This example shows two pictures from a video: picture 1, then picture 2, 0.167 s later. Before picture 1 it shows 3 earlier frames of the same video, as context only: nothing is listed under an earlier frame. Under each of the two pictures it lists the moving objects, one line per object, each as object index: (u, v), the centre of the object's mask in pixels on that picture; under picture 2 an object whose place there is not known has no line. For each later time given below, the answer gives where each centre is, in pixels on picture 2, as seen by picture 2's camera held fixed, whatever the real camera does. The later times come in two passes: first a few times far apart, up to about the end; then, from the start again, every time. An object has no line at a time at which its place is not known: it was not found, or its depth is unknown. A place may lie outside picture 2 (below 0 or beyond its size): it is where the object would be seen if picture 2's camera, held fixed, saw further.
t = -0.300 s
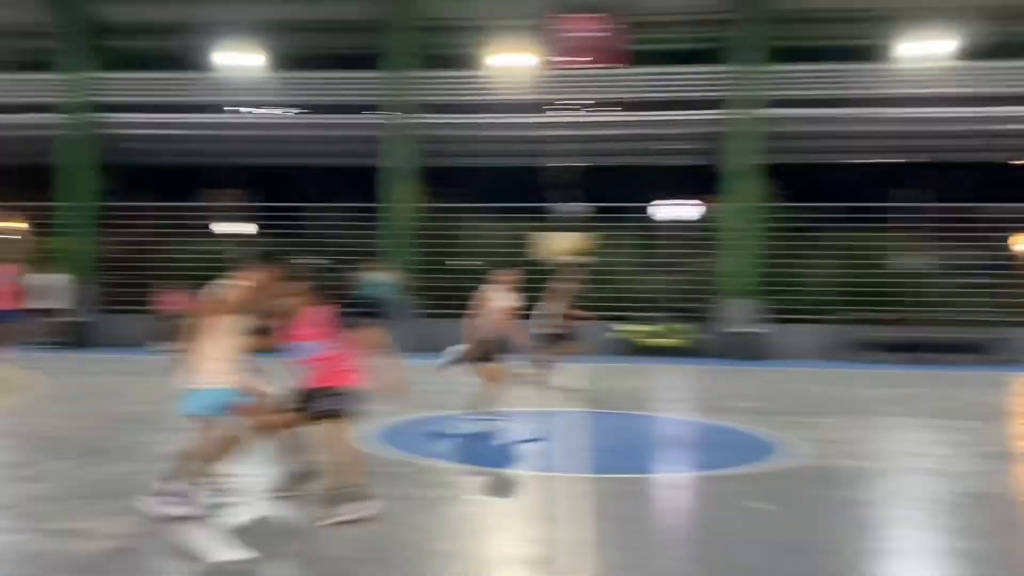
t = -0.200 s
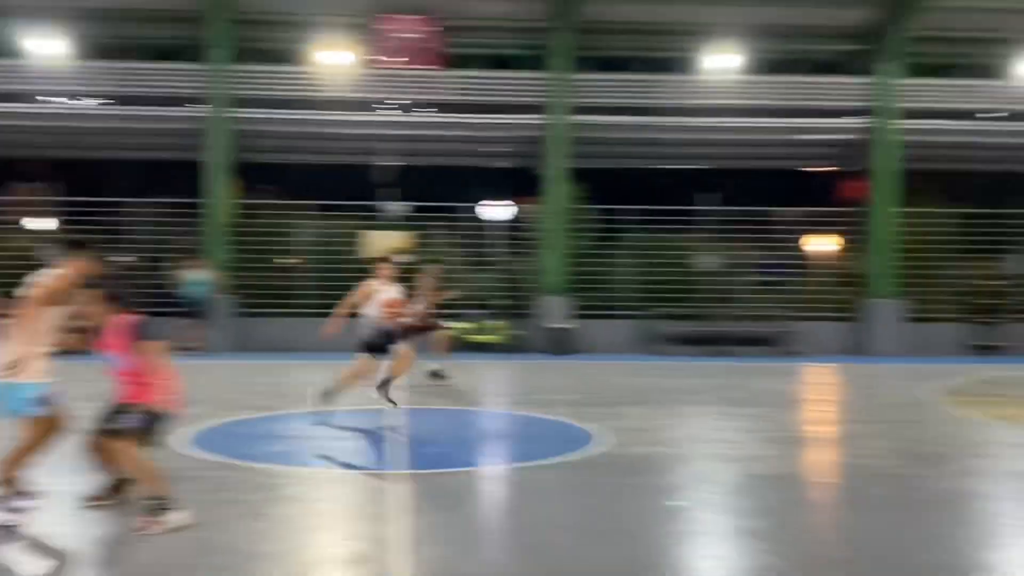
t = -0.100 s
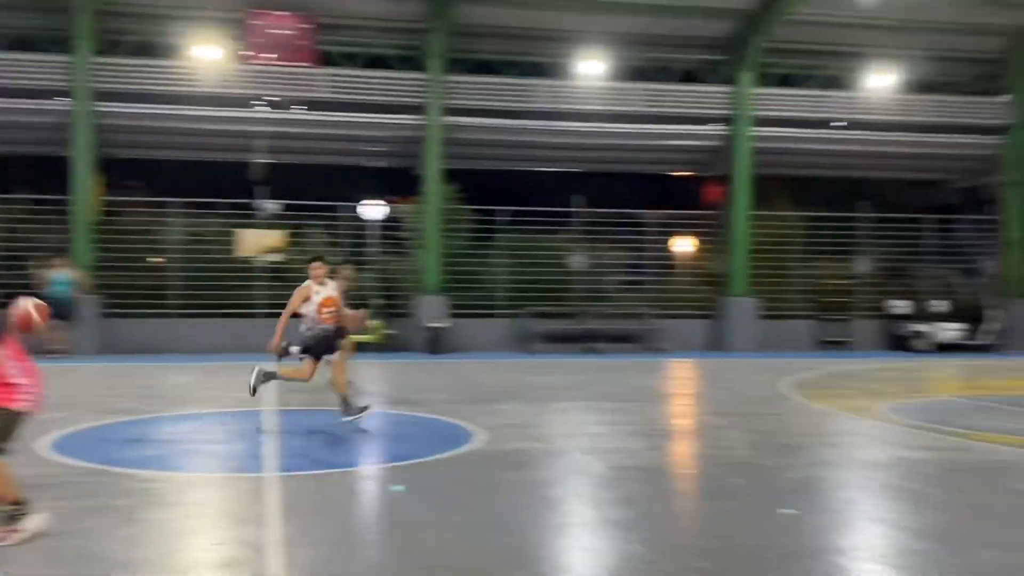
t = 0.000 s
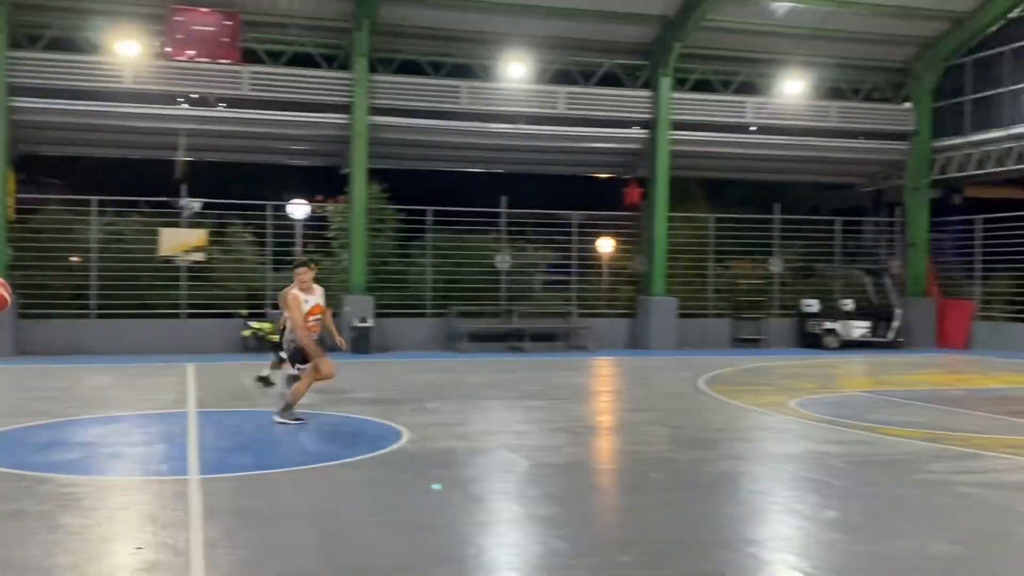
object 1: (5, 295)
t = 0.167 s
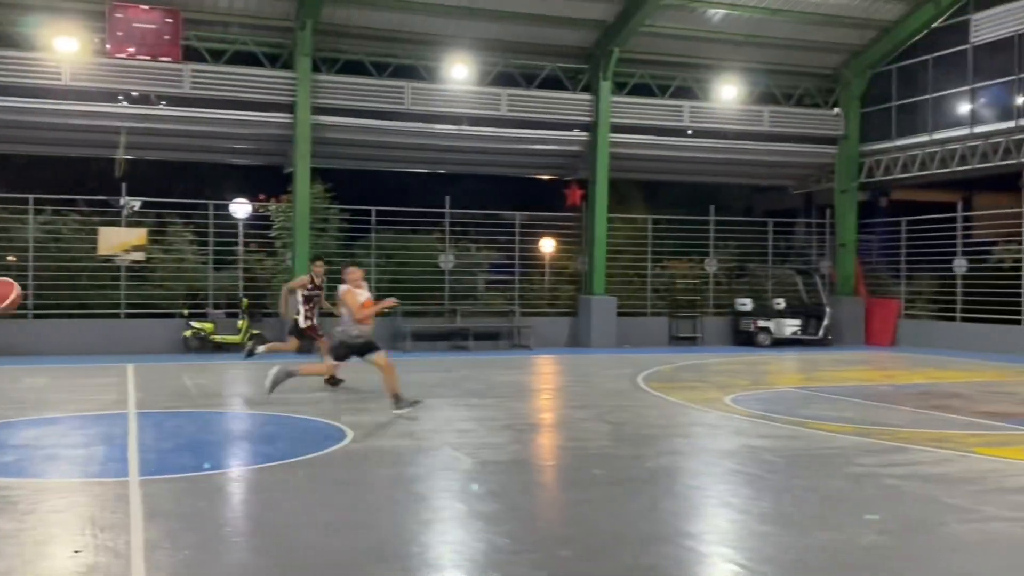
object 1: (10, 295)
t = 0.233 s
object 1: (31, 305)
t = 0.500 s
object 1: (119, 397)
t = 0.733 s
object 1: (195, 360)
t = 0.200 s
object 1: (20, 300)
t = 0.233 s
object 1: (31, 305)
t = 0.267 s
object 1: (45, 312)
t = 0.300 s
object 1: (54, 321)
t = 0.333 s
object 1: (67, 330)
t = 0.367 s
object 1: (78, 341)
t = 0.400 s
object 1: (91, 353)
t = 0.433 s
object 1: (100, 366)
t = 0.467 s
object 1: (112, 383)
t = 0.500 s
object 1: (119, 397)
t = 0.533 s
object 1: (134, 413)
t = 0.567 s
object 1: (144, 428)
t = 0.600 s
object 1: (153, 412)
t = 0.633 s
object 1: (165, 396)
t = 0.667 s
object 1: (175, 383)
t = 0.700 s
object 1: (184, 371)
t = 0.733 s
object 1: (195, 360)
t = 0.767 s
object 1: (205, 352)
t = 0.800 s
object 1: (213, 345)
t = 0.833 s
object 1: (224, 339)
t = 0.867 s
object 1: (233, 333)
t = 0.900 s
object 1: (242, 330)
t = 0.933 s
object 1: (250, 328)
